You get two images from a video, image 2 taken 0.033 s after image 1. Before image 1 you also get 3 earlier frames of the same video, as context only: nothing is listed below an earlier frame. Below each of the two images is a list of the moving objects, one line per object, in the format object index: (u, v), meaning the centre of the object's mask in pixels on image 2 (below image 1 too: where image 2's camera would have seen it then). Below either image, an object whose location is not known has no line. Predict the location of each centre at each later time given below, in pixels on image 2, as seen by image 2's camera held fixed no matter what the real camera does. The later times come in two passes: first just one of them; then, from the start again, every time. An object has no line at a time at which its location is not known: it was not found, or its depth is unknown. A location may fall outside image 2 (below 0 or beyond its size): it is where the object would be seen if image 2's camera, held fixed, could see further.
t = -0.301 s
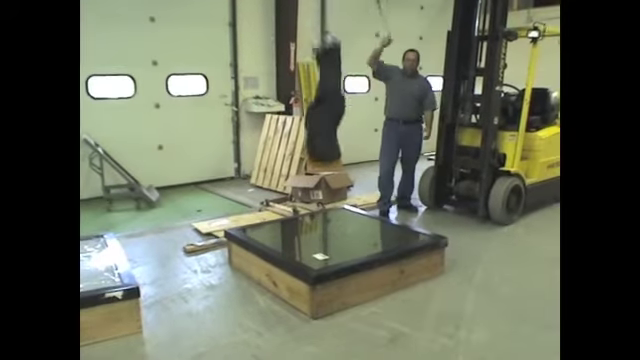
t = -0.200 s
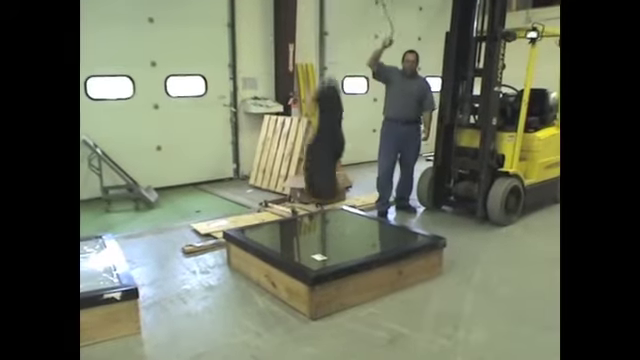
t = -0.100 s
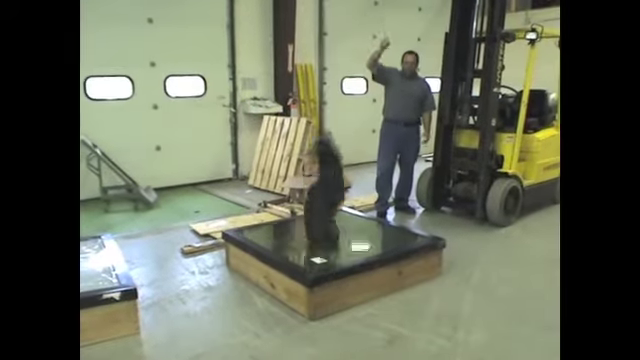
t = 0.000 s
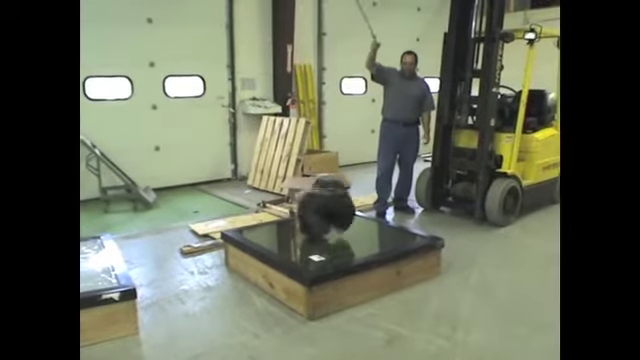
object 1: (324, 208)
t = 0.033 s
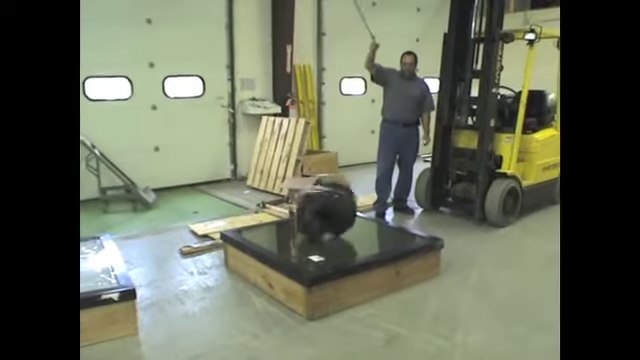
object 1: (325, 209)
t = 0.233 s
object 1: (326, 221)
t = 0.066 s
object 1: (327, 213)
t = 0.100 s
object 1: (328, 215)
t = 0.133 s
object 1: (326, 218)
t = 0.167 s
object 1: (326, 220)
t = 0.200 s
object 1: (326, 220)
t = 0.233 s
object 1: (326, 221)
